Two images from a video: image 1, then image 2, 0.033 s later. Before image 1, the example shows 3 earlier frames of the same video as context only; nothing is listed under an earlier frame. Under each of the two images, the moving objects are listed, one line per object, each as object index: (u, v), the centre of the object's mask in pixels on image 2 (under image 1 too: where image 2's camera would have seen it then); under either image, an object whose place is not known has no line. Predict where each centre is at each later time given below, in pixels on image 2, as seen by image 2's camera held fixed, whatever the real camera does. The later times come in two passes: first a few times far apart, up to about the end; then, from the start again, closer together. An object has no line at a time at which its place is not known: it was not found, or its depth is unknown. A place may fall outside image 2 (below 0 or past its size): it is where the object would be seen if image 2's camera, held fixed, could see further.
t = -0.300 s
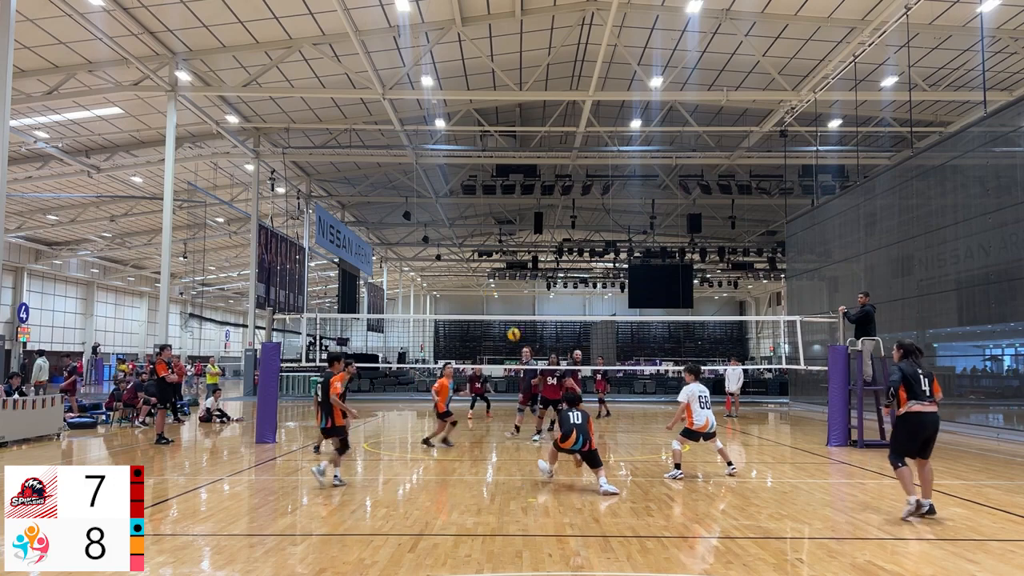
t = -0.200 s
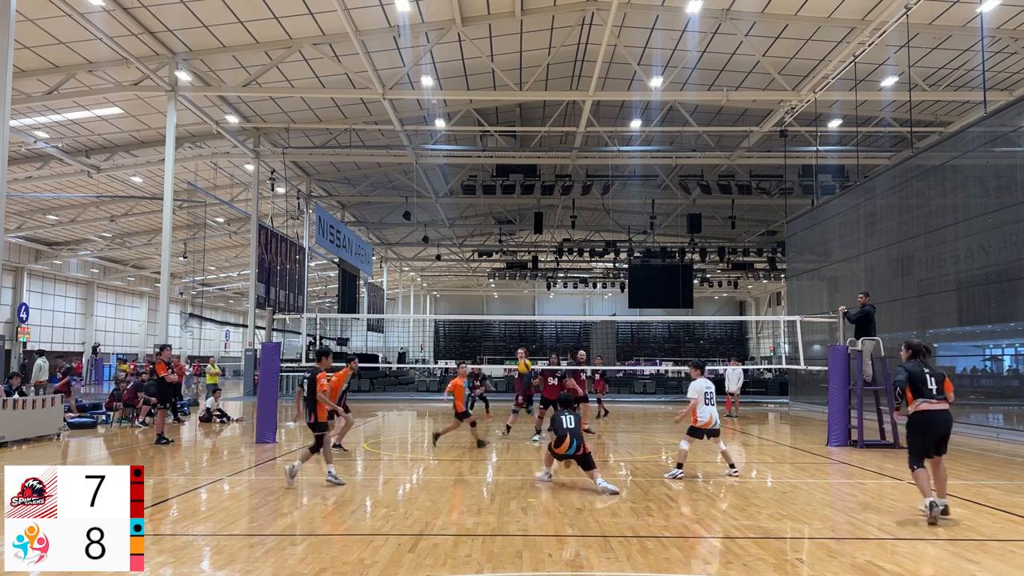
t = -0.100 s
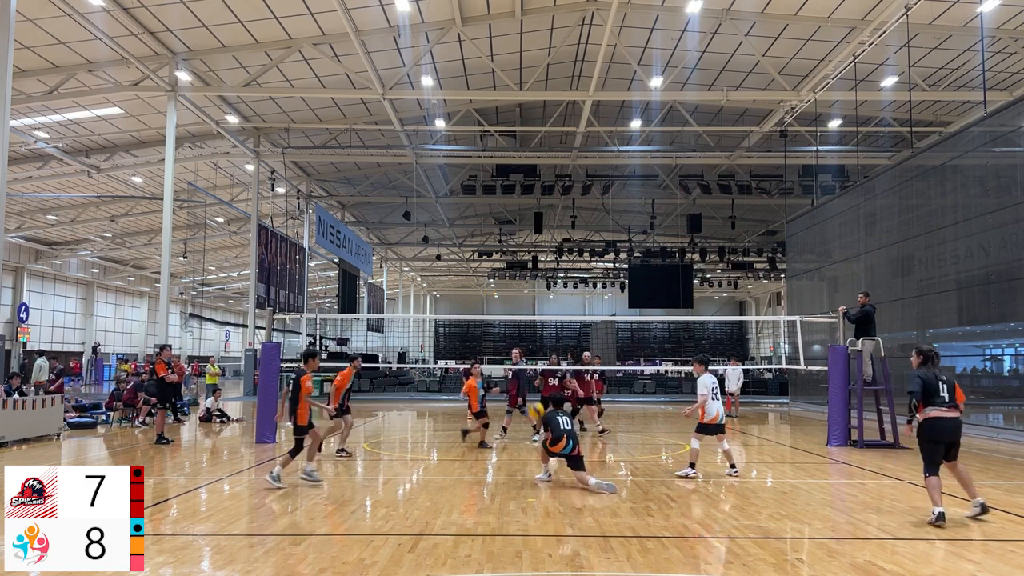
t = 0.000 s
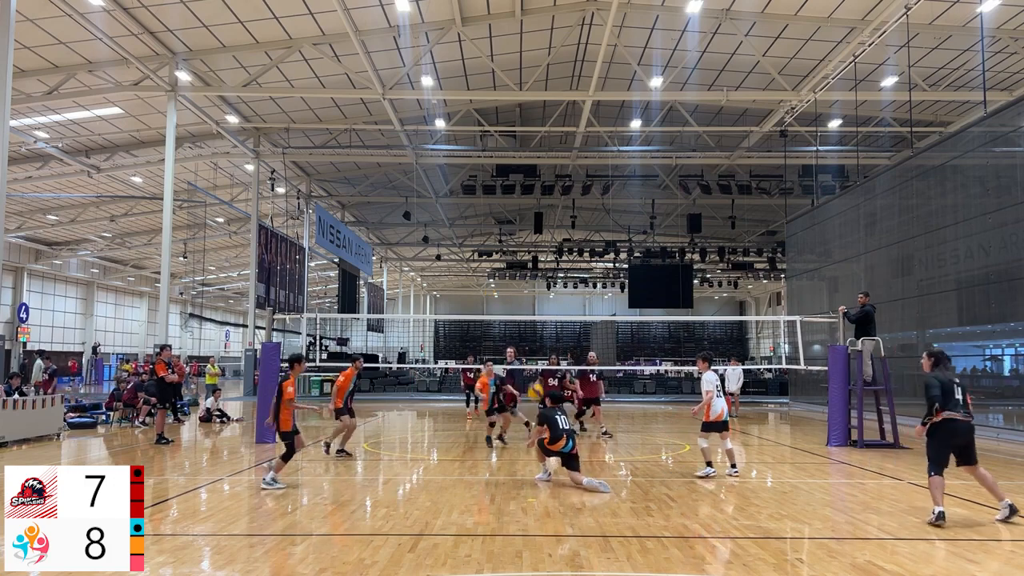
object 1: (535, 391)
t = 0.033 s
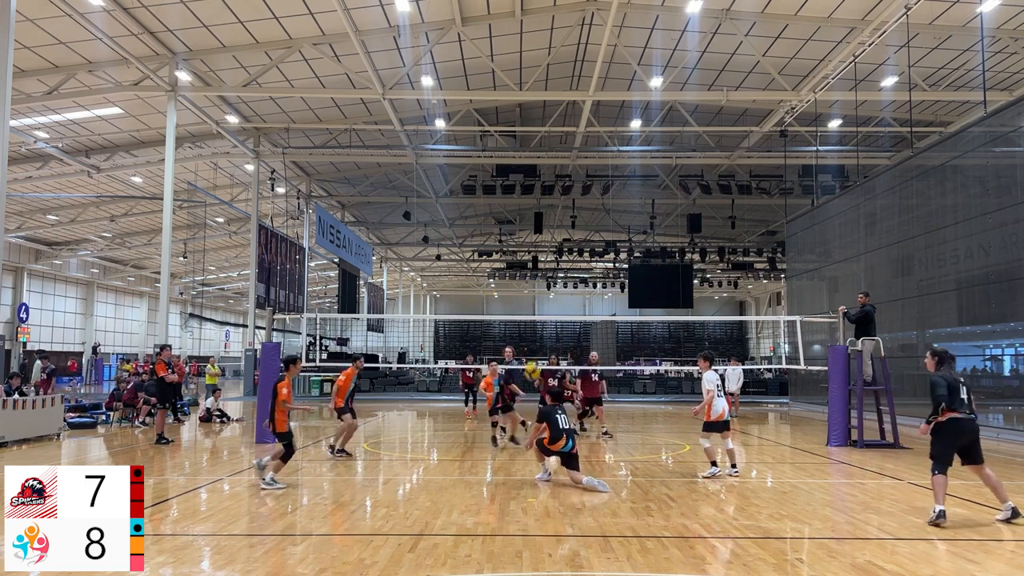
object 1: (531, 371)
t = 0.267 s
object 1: (513, 261)
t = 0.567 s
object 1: (495, 186)
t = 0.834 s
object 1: (480, 170)
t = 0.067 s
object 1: (529, 351)
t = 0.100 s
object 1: (526, 334)
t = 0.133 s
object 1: (524, 318)
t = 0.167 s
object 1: (521, 302)
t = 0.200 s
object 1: (518, 287)
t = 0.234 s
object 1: (517, 273)
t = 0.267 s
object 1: (513, 261)
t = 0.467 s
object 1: (500, 204)
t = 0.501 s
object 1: (498, 197)
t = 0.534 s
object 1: (496, 191)
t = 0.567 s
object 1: (495, 186)
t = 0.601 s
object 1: (493, 182)
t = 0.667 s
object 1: (489, 175)
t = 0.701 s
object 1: (487, 172)
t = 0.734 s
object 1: (485, 171)
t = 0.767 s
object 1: (483, 170)
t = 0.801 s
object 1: (481, 170)
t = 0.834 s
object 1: (480, 170)
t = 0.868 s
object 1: (478, 171)
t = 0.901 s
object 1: (476, 173)
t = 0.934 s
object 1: (474, 175)
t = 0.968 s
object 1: (473, 177)
